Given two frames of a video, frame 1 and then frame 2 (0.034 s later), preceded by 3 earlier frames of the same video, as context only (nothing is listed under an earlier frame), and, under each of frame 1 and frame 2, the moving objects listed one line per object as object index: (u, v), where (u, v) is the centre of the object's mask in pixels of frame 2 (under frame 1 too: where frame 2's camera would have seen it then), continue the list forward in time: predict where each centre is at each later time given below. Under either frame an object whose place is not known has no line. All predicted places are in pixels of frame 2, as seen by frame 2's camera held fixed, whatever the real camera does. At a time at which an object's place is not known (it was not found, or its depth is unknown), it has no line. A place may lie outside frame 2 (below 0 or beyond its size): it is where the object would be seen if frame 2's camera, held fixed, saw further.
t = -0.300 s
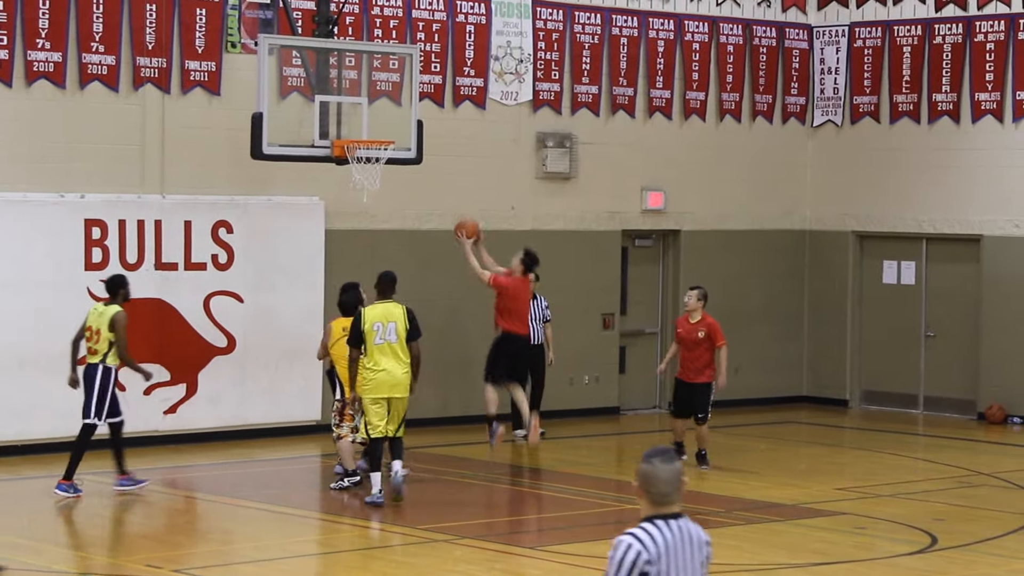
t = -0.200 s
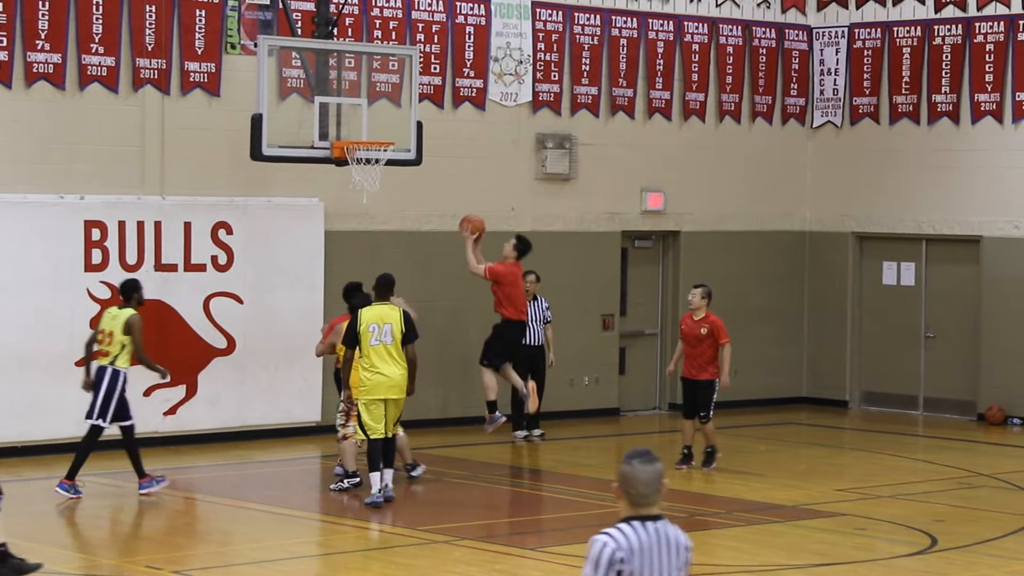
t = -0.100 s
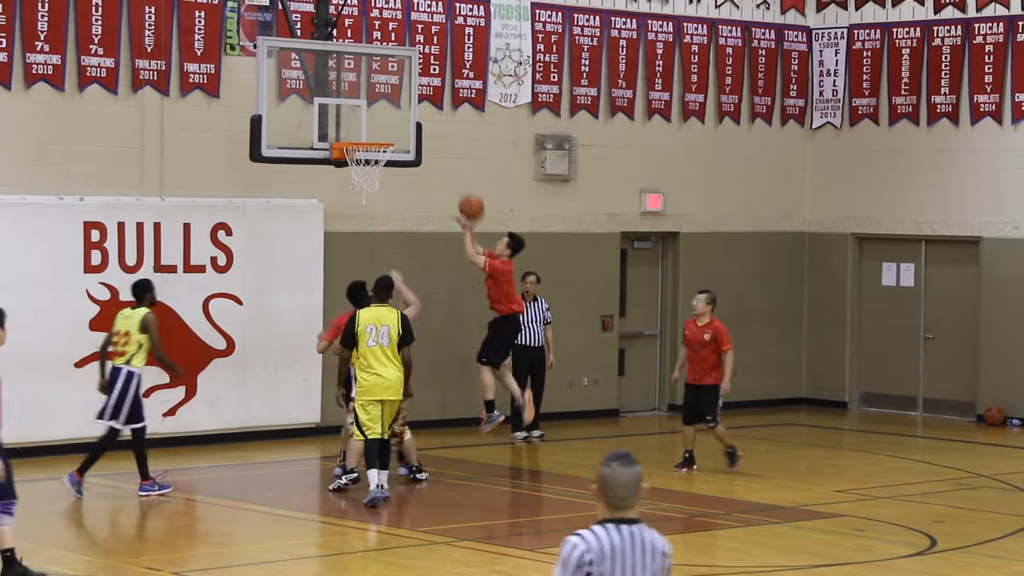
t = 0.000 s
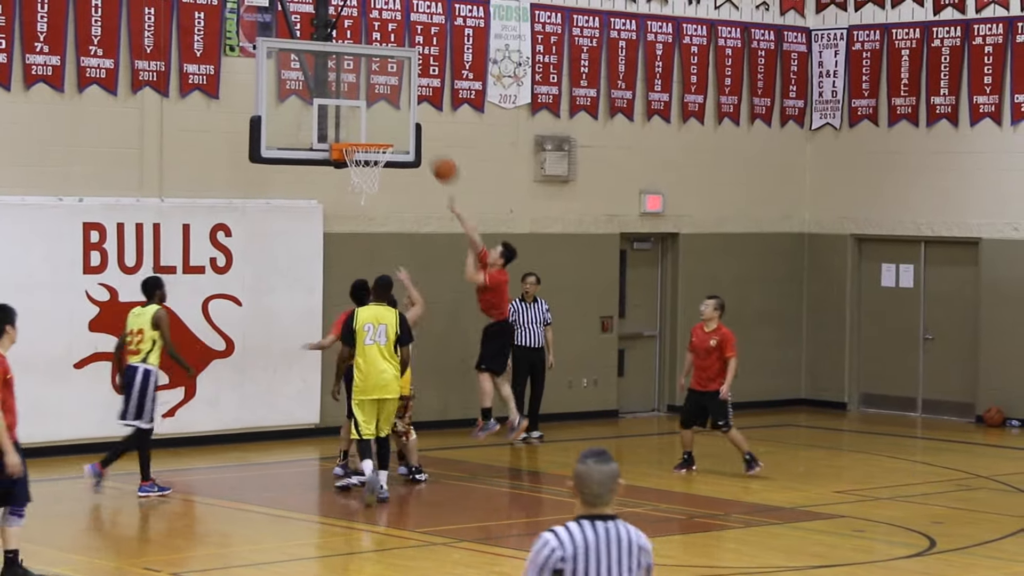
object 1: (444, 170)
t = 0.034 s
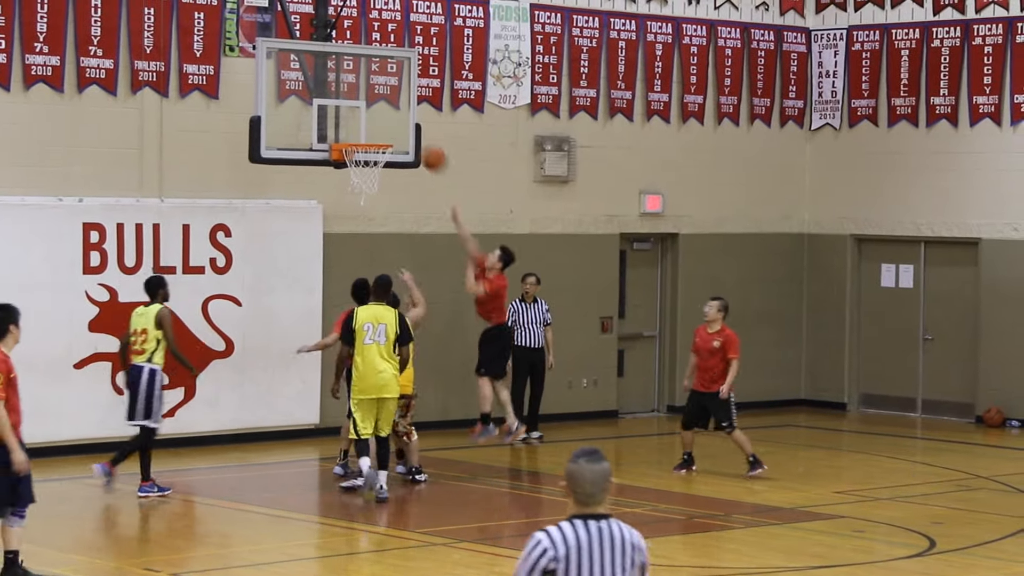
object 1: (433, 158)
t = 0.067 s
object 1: (424, 148)
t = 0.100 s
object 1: (413, 139)
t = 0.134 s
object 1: (401, 131)
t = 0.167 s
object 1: (391, 124)
